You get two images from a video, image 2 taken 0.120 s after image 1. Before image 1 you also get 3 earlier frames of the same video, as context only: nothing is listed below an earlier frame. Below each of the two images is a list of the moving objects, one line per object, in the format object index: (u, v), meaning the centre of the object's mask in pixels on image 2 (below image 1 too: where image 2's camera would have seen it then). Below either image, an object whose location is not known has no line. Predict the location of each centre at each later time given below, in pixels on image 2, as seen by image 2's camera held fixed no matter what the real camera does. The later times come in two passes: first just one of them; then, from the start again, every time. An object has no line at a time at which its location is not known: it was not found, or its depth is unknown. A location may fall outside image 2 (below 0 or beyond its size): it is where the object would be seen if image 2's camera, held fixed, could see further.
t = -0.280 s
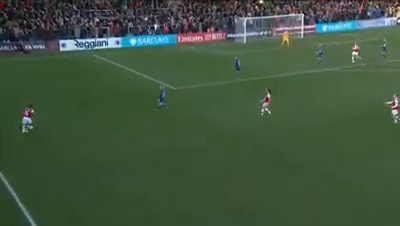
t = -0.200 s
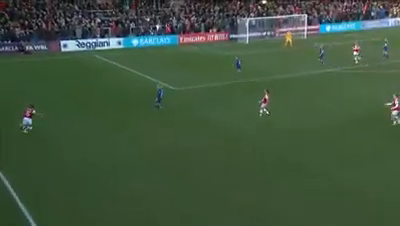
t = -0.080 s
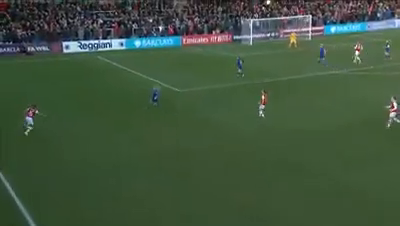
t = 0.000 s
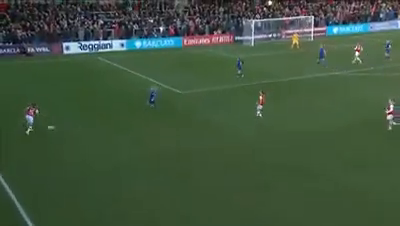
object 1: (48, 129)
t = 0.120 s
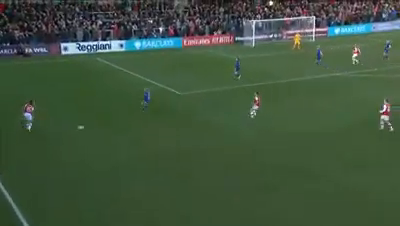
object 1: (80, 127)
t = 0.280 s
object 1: (117, 125)
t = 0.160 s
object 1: (90, 126)
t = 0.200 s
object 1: (100, 126)
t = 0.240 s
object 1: (109, 125)
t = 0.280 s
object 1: (117, 125)
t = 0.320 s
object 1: (127, 125)
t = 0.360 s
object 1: (135, 124)
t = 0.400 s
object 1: (144, 124)
